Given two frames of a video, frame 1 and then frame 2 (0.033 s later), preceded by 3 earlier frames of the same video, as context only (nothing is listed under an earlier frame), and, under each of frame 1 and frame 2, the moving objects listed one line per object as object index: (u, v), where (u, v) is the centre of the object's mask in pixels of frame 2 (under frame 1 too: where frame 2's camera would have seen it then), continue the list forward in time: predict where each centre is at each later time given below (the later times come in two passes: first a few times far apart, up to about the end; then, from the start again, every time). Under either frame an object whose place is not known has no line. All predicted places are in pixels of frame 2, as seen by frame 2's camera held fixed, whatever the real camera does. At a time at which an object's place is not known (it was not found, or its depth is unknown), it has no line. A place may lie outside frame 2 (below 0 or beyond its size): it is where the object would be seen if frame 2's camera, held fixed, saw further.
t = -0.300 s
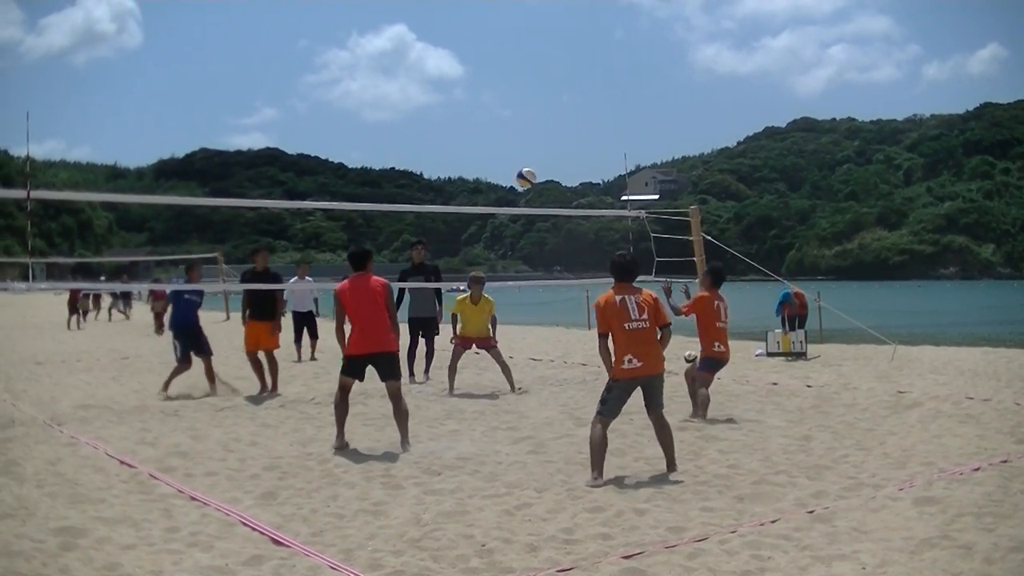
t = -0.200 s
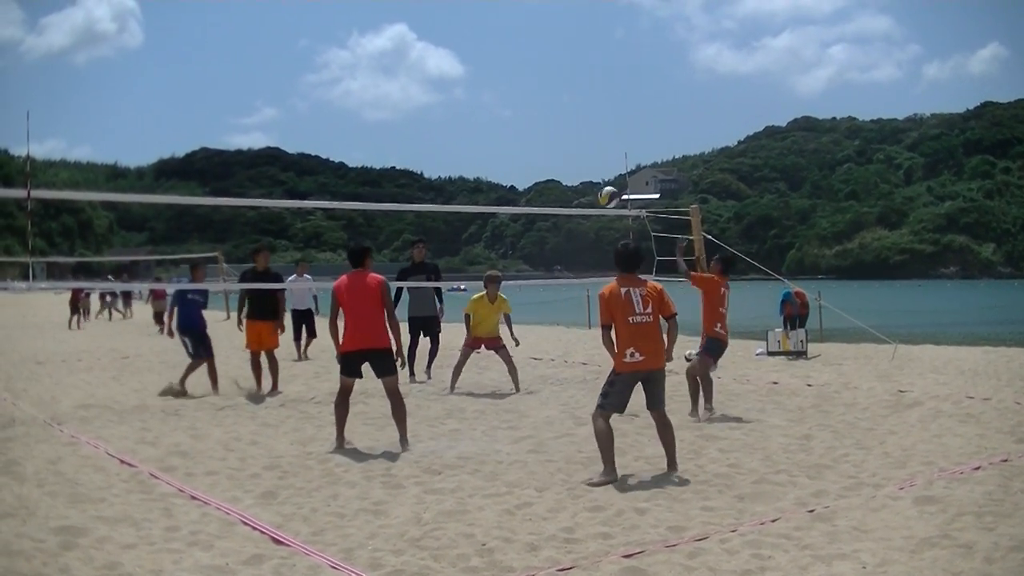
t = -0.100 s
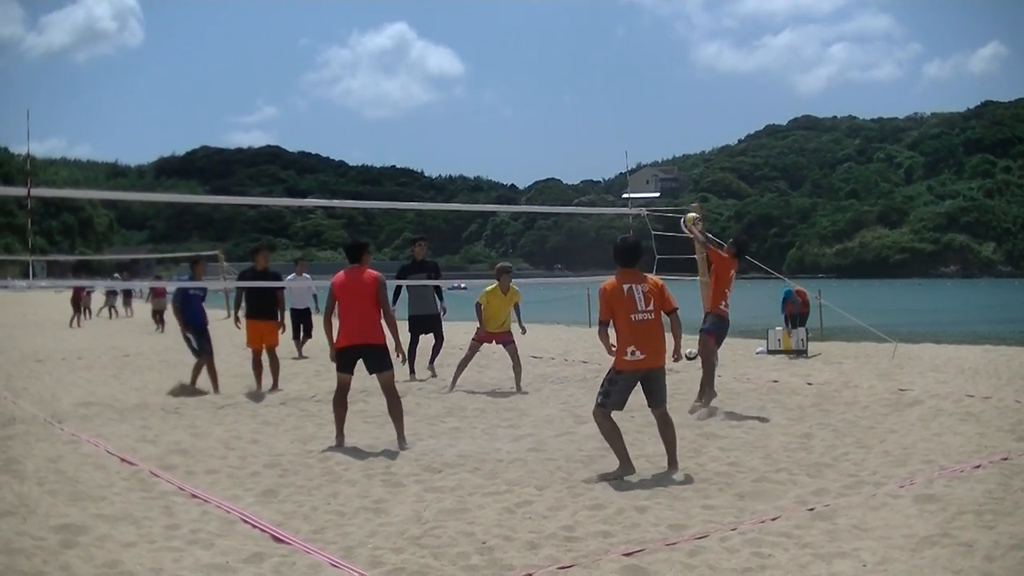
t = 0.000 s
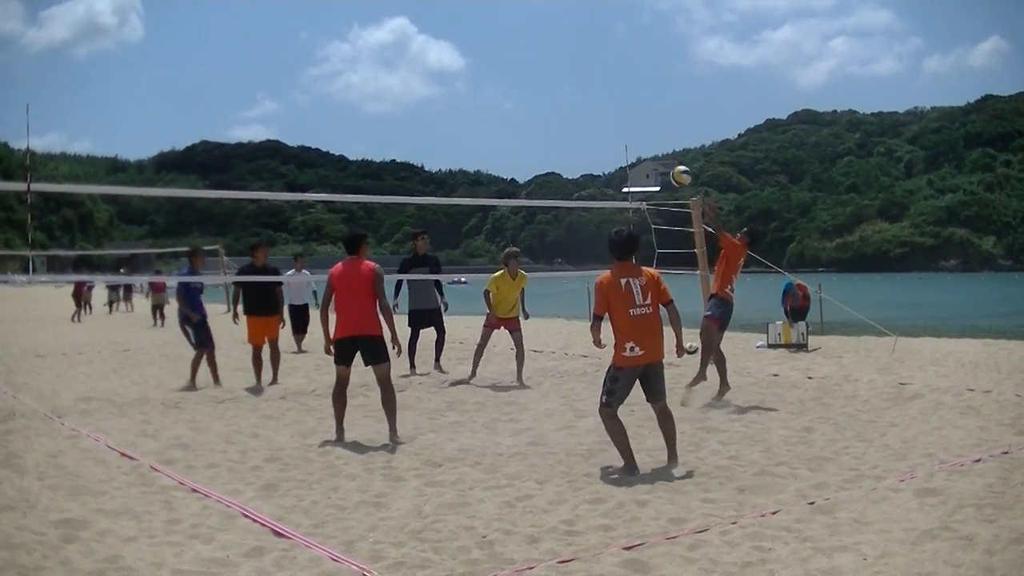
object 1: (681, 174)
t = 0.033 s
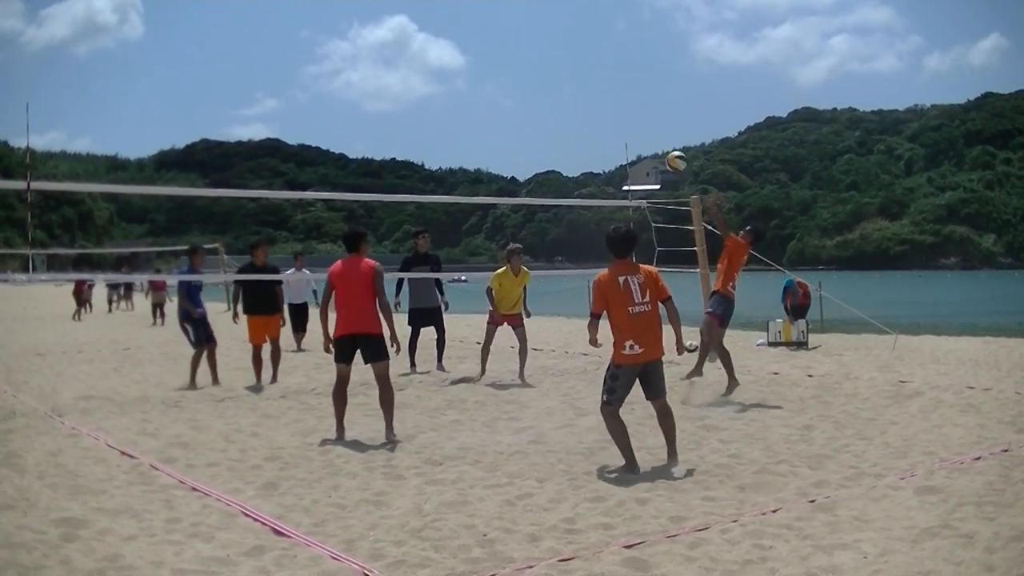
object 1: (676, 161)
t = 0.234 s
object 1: (649, 112)
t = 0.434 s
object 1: (627, 101)
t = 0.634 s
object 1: (607, 126)
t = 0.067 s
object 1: (671, 150)
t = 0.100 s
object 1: (667, 140)
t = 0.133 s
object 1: (662, 131)
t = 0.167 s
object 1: (657, 124)
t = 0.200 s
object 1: (653, 117)
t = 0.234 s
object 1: (649, 112)
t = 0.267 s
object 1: (645, 107)
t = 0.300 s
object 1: (641, 104)
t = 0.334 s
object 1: (637, 102)
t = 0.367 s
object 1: (634, 101)
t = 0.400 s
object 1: (630, 100)
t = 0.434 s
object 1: (627, 101)
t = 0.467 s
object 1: (623, 103)
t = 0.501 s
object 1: (620, 105)
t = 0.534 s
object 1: (616, 109)
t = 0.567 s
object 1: (613, 114)
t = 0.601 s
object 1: (609, 119)
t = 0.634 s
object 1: (607, 126)
